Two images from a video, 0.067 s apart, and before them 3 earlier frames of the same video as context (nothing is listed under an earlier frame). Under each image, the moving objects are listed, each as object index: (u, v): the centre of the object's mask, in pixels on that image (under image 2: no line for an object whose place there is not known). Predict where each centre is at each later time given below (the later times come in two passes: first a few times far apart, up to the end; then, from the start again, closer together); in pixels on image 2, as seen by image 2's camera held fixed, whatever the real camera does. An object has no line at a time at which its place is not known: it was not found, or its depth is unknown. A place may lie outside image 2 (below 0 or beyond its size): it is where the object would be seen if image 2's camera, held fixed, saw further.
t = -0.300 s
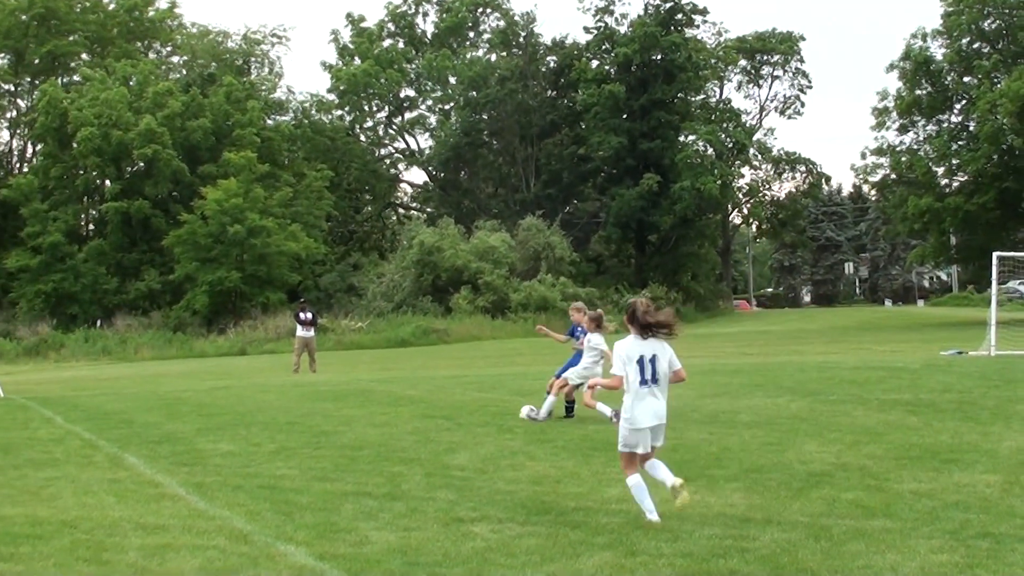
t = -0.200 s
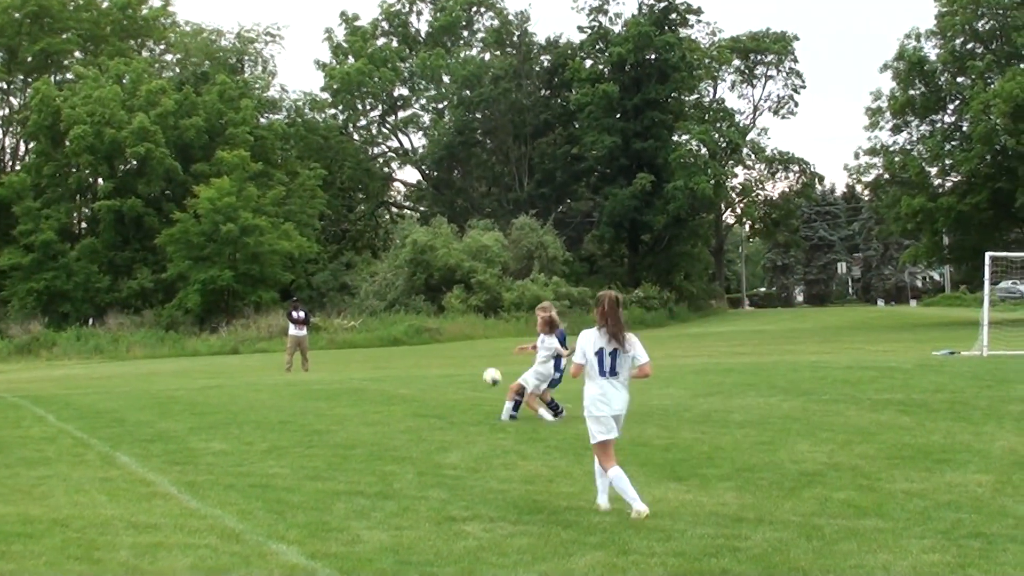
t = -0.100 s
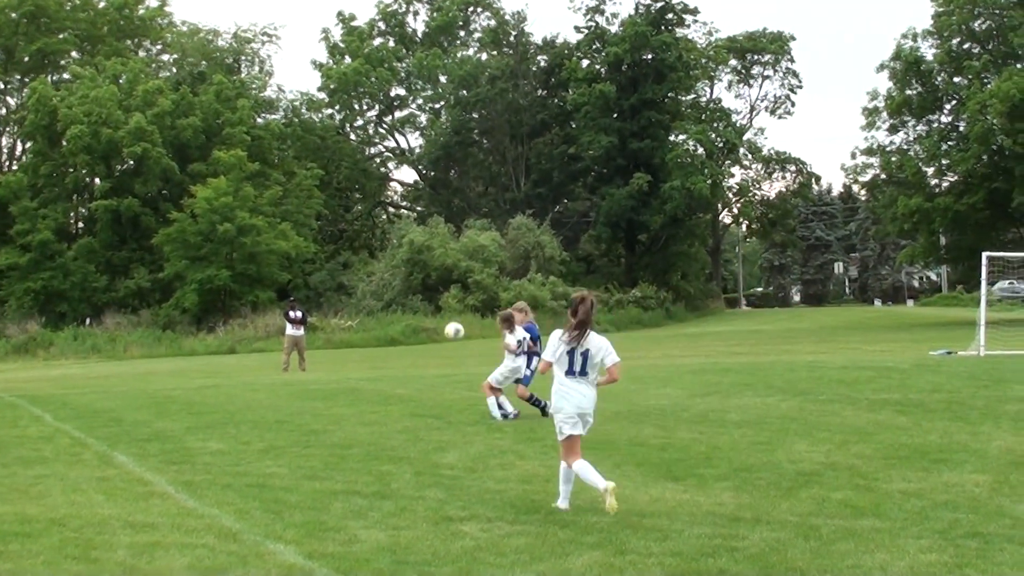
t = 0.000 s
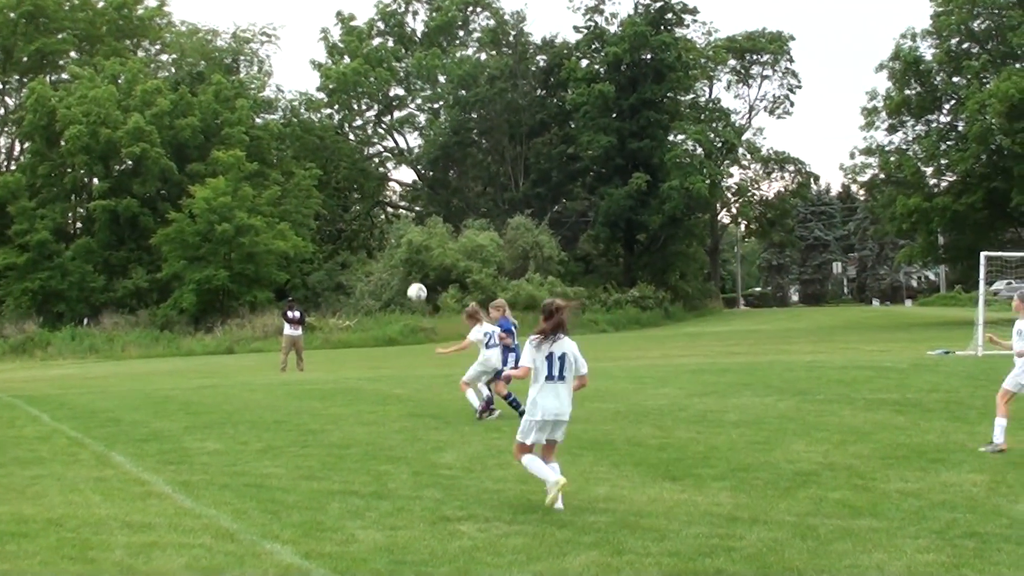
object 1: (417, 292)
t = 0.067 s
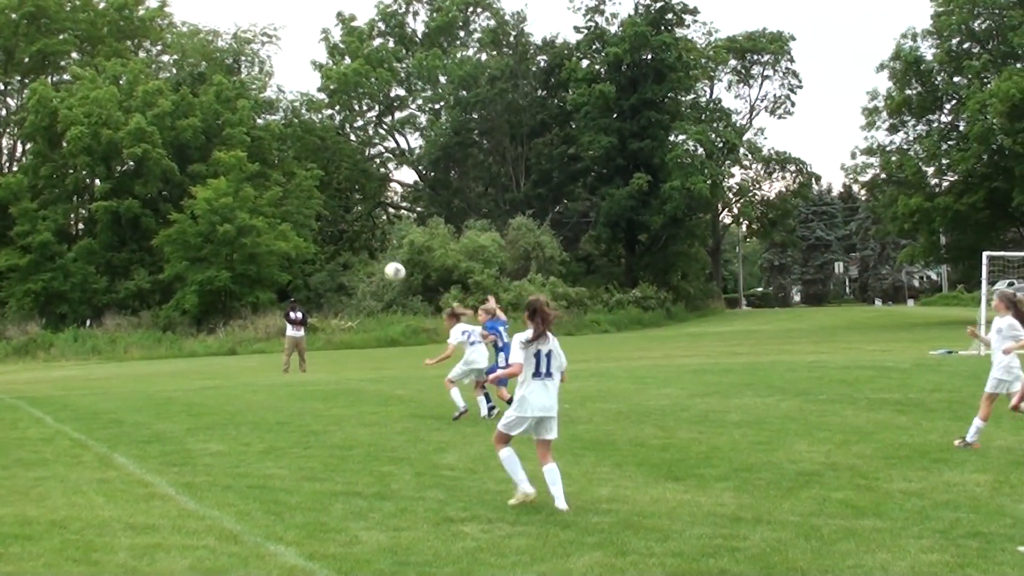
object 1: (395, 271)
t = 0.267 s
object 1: (320, 227)
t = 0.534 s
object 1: (213, 226)
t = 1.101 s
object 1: (-53, 489)
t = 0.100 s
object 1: (382, 261)
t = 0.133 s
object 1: (370, 253)
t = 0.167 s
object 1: (358, 245)
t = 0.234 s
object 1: (333, 233)
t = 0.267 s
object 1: (320, 227)
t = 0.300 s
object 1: (307, 224)
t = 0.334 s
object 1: (295, 220)
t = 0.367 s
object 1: (282, 219)
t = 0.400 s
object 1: (268, 218)
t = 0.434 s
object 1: (255, 218)
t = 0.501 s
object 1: (227, 222)
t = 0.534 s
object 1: (213, 226)
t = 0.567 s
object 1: (199, 232)
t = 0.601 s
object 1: (184, 238)
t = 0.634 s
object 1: (169, 246)
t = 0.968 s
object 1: (5, 406)
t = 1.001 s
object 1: (-12, 431)
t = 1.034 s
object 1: (-31, 460)
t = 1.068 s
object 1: (-48, 487)
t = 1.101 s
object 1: (-53, 489)
